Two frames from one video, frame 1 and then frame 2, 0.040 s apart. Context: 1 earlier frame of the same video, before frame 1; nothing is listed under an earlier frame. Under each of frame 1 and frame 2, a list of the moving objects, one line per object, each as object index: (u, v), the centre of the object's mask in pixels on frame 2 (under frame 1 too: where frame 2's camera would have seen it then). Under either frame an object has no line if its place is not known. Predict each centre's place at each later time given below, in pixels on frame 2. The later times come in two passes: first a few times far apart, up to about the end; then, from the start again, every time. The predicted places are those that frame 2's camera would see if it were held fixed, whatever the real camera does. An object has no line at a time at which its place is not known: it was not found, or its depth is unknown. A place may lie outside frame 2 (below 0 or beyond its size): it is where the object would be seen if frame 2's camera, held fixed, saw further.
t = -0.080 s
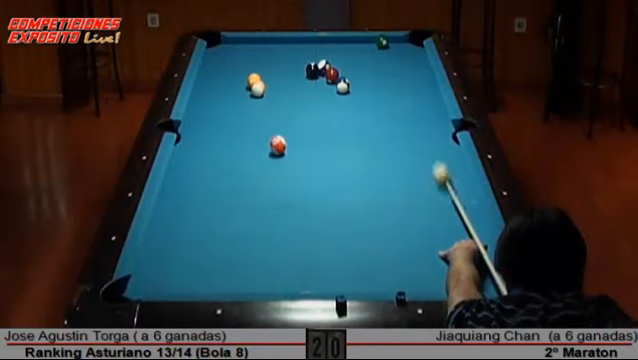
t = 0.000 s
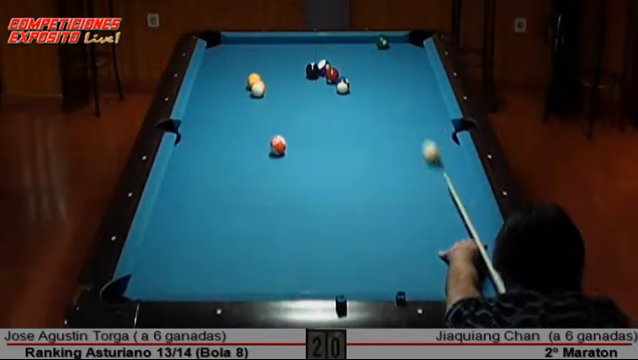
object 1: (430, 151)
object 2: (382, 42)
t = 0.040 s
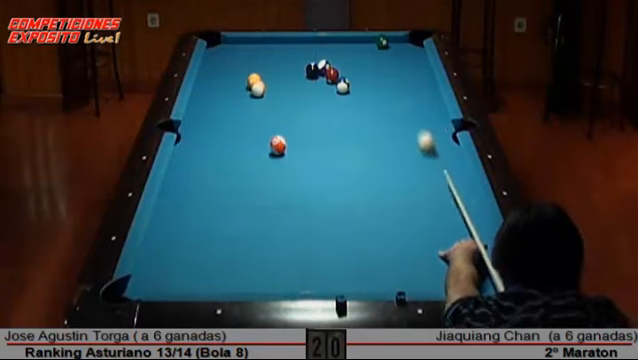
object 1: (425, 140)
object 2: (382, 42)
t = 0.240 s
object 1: (405, 98)
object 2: (382, 42)
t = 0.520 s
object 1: (383, 53)
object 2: (382, 41)
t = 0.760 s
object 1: (357, 40)
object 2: (391, 51)
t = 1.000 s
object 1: (340, 45)
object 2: (400, 66)
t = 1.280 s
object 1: (321, 51)
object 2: (413, 87)
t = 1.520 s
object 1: (304, 58)
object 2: (424, 106)
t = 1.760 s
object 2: (437, 126)
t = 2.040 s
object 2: (454, 153)
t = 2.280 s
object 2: (457, 175)
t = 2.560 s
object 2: (462, 203)
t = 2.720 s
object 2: (464, 217)
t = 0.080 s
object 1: (421, 131)
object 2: (382, 42)
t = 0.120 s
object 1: (417, 122)
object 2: (382, 42)
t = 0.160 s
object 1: (413, 114)
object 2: (382, 42)
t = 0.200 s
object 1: (409, 106)
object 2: (382, 42)
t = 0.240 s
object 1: (405, 98)
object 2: (382, 42)
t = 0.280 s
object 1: (402, 91)
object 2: (382, 42)
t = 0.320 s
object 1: (398, 83)
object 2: (382, 42)
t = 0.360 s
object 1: (395, 77)
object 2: (382, 42)
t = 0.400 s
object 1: (392, 71)
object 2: (382, 42)
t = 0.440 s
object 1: (389, 64)
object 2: (382, 42)
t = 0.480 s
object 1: (386, 58)
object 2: (382, 42)
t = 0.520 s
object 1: (383, 53)
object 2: (382, 41)
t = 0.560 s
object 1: (380, 46)
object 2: (384, 40)
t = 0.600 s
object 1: (376, 45)
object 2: (385, 40)
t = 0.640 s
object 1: (371, 44)
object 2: (385, 42)
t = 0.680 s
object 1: (366, 43)
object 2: (386, 45)
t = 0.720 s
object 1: (361, 41)
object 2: (389, 49)
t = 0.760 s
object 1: (357, 40)
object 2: (391, 51)
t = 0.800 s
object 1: (353, 40)
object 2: (392, 53)
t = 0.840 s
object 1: (351, 41)
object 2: (394, 56)
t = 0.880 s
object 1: (348, 42)
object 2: (395, 58)
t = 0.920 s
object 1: (345, 43)
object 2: (397, 61)
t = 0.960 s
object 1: (343, 44)
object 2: (399, 64)
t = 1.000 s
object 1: (340, 45)
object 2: (400, 66)
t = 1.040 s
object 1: (337, 46)
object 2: (402, 70)
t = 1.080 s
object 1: (334, 47)
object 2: (403, 72)
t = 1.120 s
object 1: (332, 48)
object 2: (406, 76)
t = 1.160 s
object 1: (329, 49)
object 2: (407, 78)
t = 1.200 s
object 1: (326, 50)
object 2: (409, 81)
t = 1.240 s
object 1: (324, 51)
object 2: (411, 84)
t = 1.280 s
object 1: (321, 51)
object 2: (413, 87)
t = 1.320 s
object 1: (318, 53)
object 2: (415, 90)
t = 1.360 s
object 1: (315, 54)
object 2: (416, 93)
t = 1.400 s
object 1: (313, 55)
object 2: (418, 97)
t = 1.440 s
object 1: (310, 56)
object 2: (420, 100)
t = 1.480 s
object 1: (307, 56)
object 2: (422, 103)
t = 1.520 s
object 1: (304, 58)
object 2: (424, 106)
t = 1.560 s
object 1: (302, 59)
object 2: (426, 109)
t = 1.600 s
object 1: (299, 60)
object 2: (428, 113)
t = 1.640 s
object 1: (297, 61)
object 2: (430, 116)
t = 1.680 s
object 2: (433, 119)
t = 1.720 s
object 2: (435, 122)
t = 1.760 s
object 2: (437, 126)
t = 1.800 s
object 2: (439, 130)
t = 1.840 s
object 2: (441, 134)
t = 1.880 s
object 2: (443, 137)
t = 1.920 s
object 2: (445, 141)
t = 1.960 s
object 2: (448, 145)
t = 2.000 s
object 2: (451, 149)
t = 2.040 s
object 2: (454, 153)
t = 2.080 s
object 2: (455, 156)
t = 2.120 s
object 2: (455, 159)
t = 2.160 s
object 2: (455, 163)
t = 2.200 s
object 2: (456, 167)
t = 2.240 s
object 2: (457, 171)
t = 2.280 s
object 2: (457, 175)
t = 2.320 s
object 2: (458, 179)
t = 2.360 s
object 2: (458, 182)
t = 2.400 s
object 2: (459, 186)
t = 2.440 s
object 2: (460, 191)
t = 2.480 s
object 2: (460, 194)
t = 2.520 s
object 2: (461, 198)
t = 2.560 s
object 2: (462, 203)
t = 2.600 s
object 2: (462, 207)
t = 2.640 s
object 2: (463, 211)
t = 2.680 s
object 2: (463, 215)
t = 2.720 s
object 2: (464, 217)
